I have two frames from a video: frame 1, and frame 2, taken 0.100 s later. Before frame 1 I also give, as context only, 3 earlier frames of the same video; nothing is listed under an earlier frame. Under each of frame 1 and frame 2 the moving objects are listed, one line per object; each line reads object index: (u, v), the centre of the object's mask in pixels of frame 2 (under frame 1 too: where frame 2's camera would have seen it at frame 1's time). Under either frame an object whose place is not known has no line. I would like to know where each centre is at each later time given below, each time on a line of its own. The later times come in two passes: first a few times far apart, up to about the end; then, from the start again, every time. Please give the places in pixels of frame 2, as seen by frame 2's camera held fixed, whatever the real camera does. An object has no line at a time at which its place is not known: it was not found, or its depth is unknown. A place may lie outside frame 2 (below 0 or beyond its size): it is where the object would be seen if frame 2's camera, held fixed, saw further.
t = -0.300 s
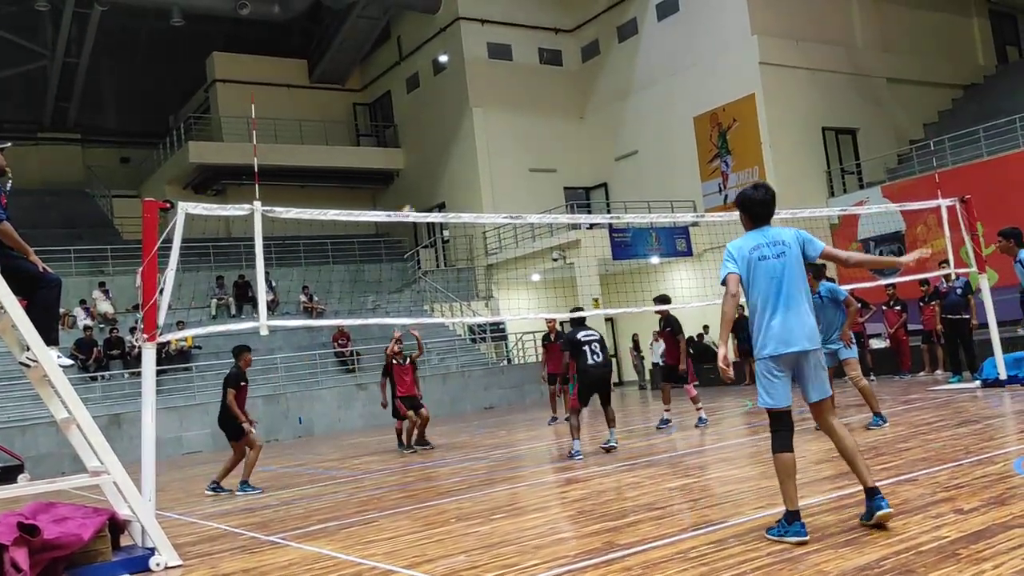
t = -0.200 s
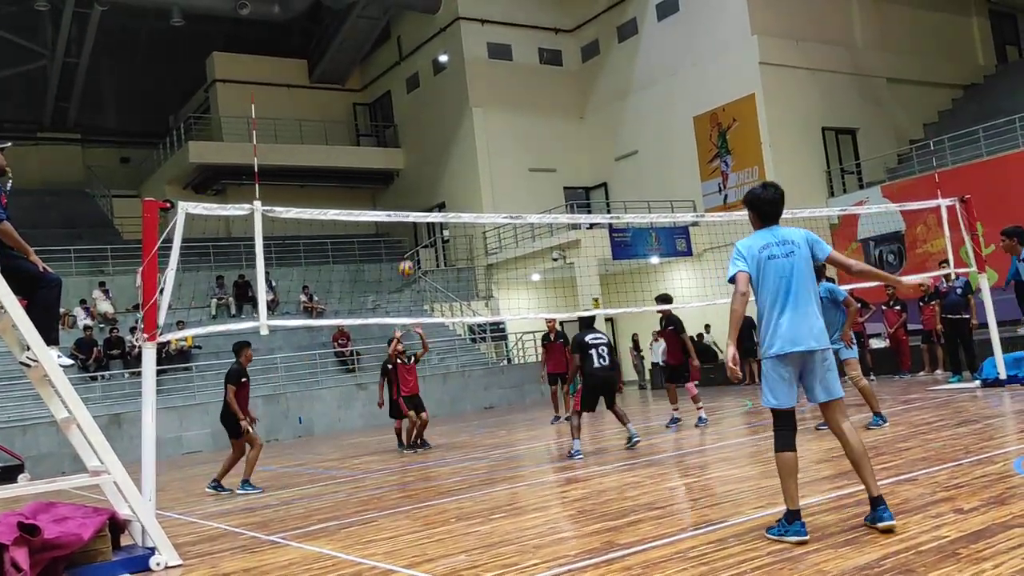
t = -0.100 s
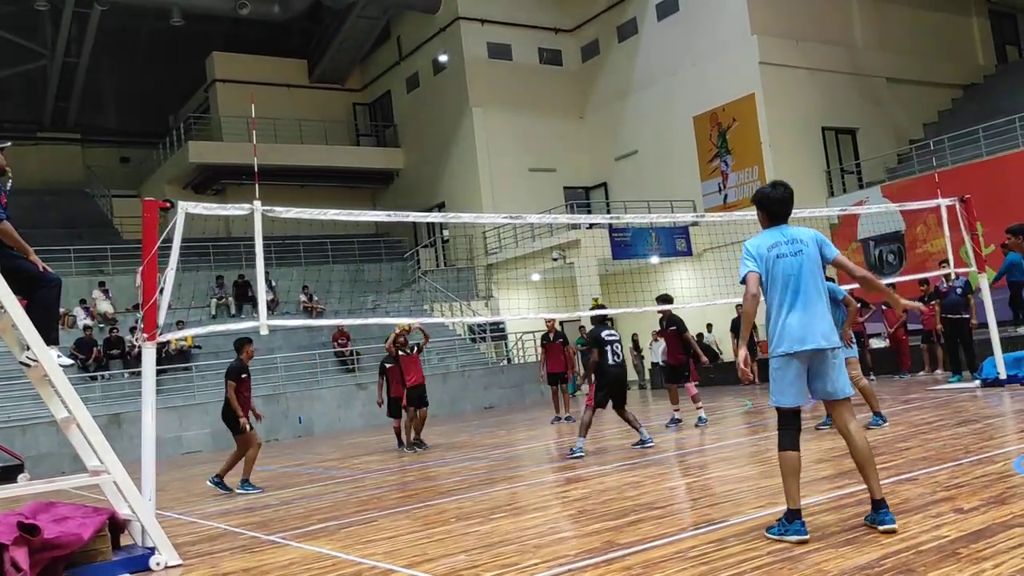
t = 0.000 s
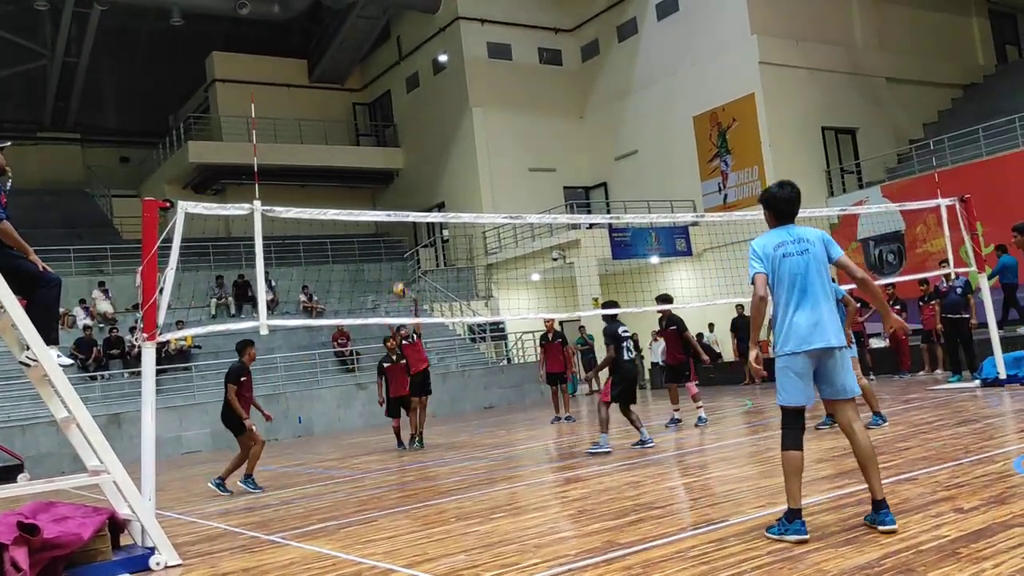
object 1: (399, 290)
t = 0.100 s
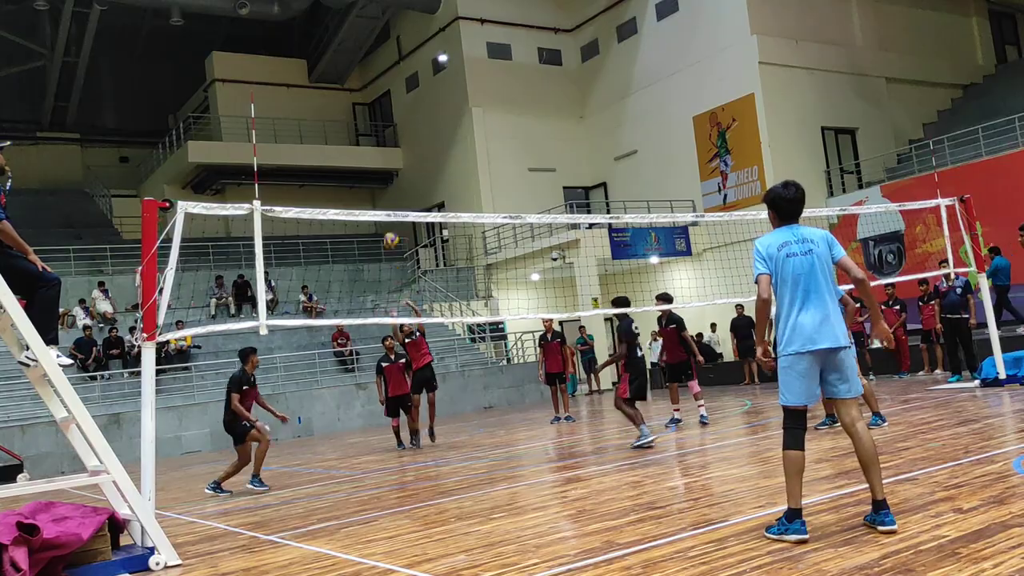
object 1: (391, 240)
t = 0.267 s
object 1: (379, 170)
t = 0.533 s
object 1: (365, 93)
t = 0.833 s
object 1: (355, 66)
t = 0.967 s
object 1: (352, 77)
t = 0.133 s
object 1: (389, 226)
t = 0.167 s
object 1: (386, 206)
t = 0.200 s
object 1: (384, 195)
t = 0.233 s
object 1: (381, 182)
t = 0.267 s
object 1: (379, 170)
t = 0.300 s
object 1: (377, 157)
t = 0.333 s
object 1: (375, 146)
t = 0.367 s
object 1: (373, 135)
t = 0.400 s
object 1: (372, 125)
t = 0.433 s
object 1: (370, 116)
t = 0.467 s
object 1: (368, 108)
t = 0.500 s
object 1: (366, 101)
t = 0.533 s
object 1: (365, 93)
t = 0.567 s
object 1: (364, 87)
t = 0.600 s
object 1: (362, 81)
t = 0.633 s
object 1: (360, 77)
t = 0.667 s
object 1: (359, 74)
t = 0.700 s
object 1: (358, 70)
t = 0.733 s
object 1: (357, 68)
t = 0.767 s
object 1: (356, 67)
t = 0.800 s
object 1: (356, 66)
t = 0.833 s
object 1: (355, 66)
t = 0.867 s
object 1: (354, 68)
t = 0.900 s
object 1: (353, 70)
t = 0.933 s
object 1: (353, 73)
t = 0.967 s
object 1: (352, 77)
